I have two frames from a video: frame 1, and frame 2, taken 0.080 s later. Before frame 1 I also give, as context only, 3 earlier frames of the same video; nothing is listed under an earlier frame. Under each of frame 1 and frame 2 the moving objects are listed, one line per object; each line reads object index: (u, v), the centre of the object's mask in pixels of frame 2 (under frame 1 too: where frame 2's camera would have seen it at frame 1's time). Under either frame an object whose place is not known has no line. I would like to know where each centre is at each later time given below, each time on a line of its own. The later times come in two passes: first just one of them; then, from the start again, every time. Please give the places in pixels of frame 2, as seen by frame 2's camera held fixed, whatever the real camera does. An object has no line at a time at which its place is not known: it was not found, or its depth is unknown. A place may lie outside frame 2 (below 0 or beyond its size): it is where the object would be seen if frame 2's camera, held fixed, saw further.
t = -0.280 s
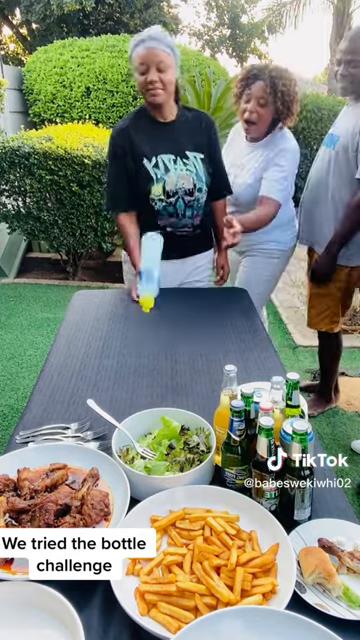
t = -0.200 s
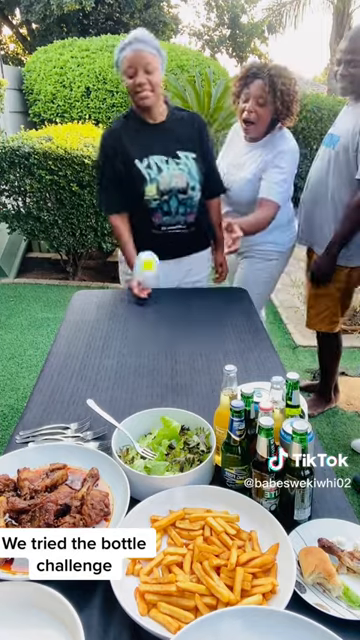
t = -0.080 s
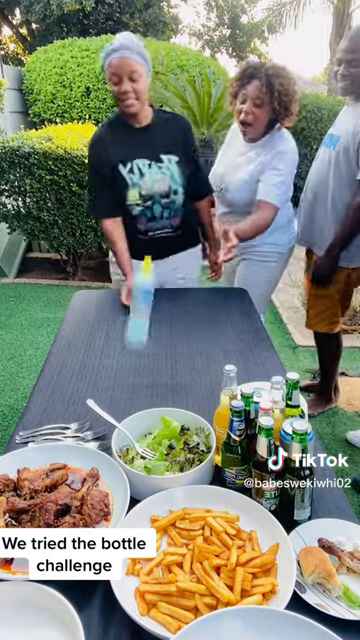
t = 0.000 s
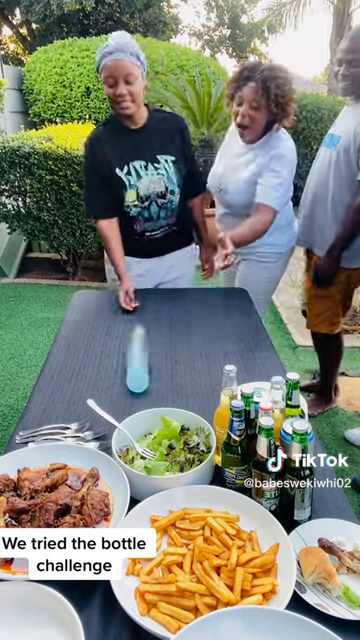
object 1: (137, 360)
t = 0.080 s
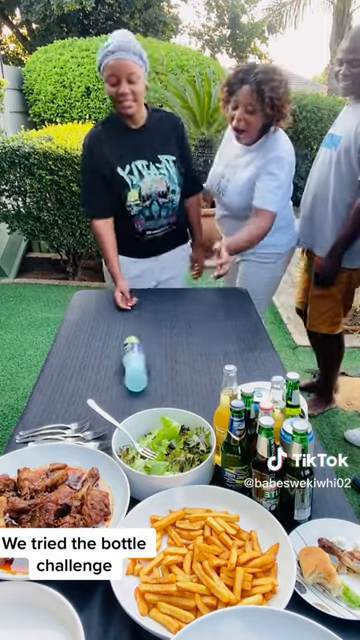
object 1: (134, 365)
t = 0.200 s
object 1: (130, 372)
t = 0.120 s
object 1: (133, 368)
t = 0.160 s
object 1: (131, 372)
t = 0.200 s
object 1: (130, 372)
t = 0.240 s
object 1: (128, 372)
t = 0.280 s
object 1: (127, 372)
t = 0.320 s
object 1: (125, 373)
